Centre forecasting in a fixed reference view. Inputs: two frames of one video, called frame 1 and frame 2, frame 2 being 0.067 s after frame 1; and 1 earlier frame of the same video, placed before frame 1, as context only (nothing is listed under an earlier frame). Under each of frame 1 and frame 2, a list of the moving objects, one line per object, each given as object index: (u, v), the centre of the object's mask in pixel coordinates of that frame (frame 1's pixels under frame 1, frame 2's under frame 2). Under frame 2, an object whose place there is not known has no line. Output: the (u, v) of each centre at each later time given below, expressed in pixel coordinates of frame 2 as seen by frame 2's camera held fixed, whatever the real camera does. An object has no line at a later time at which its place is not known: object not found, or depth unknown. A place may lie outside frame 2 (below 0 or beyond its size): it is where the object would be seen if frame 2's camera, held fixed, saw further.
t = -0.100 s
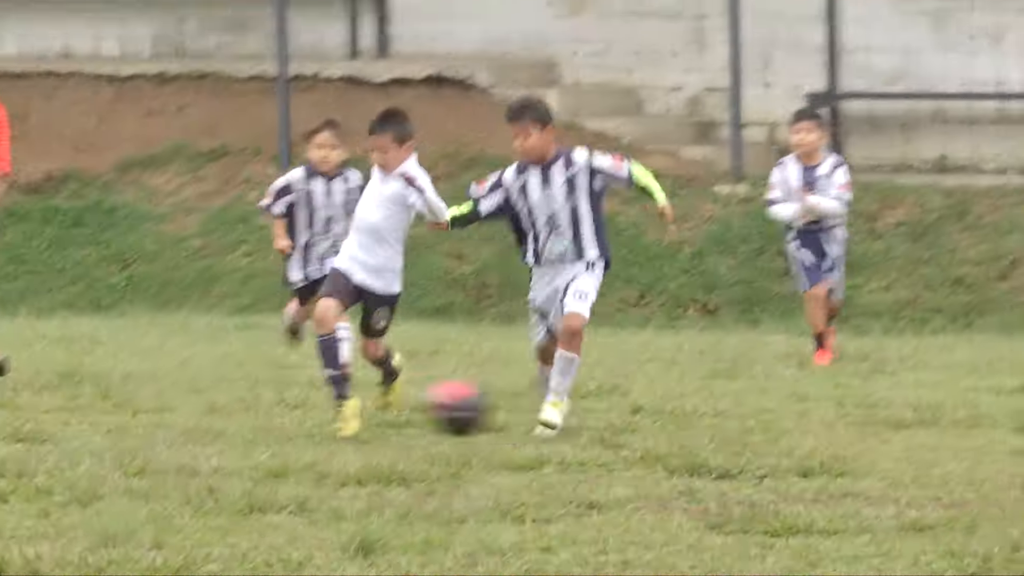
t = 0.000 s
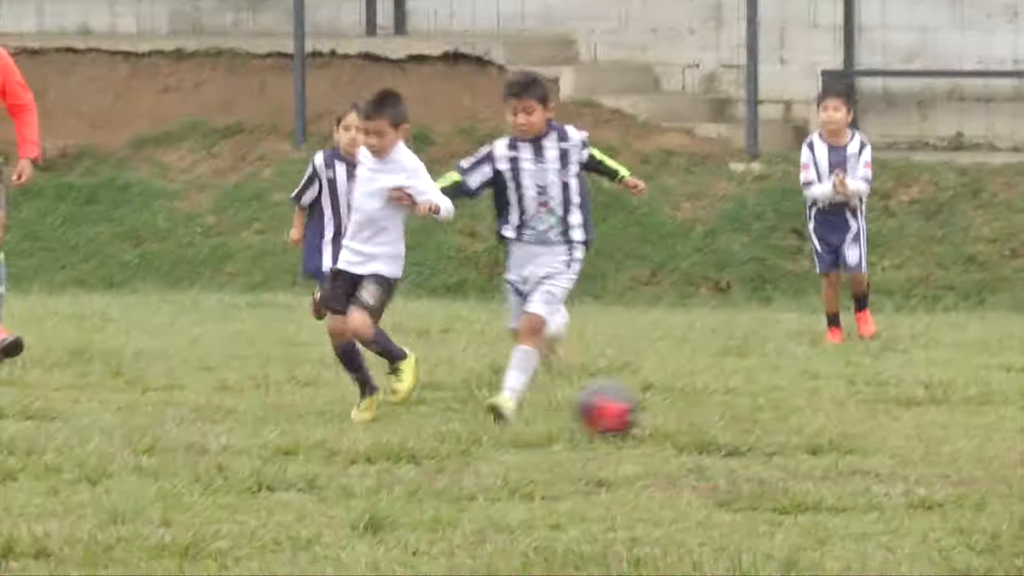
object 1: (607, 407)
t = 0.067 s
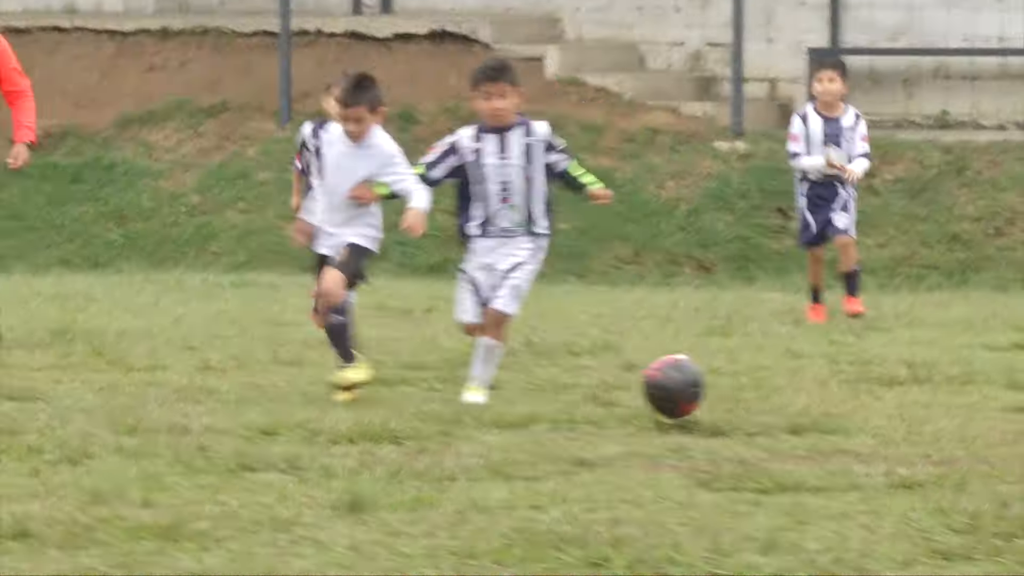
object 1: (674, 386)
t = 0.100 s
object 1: (714, 388)
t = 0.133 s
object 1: (757, 392)
